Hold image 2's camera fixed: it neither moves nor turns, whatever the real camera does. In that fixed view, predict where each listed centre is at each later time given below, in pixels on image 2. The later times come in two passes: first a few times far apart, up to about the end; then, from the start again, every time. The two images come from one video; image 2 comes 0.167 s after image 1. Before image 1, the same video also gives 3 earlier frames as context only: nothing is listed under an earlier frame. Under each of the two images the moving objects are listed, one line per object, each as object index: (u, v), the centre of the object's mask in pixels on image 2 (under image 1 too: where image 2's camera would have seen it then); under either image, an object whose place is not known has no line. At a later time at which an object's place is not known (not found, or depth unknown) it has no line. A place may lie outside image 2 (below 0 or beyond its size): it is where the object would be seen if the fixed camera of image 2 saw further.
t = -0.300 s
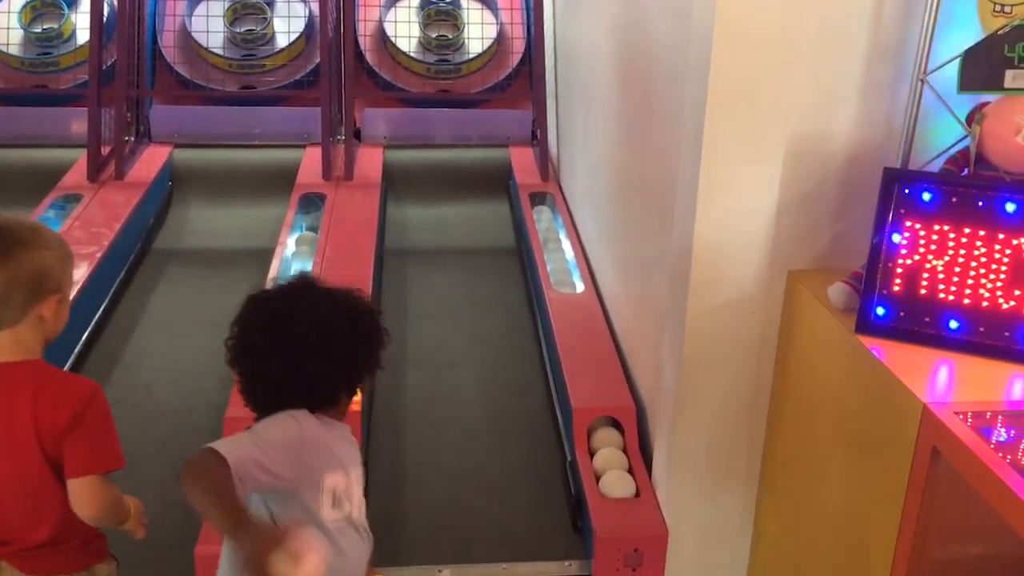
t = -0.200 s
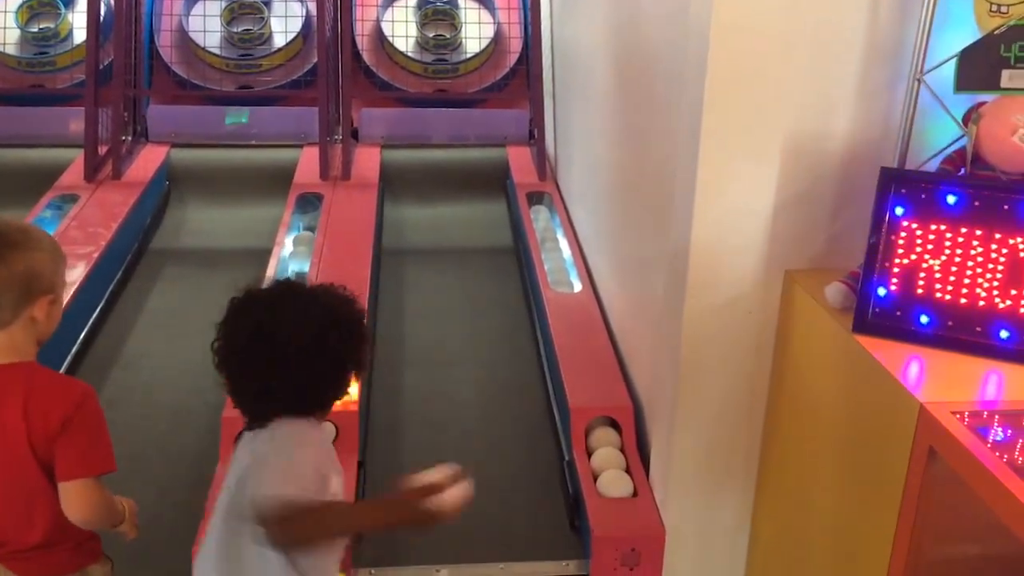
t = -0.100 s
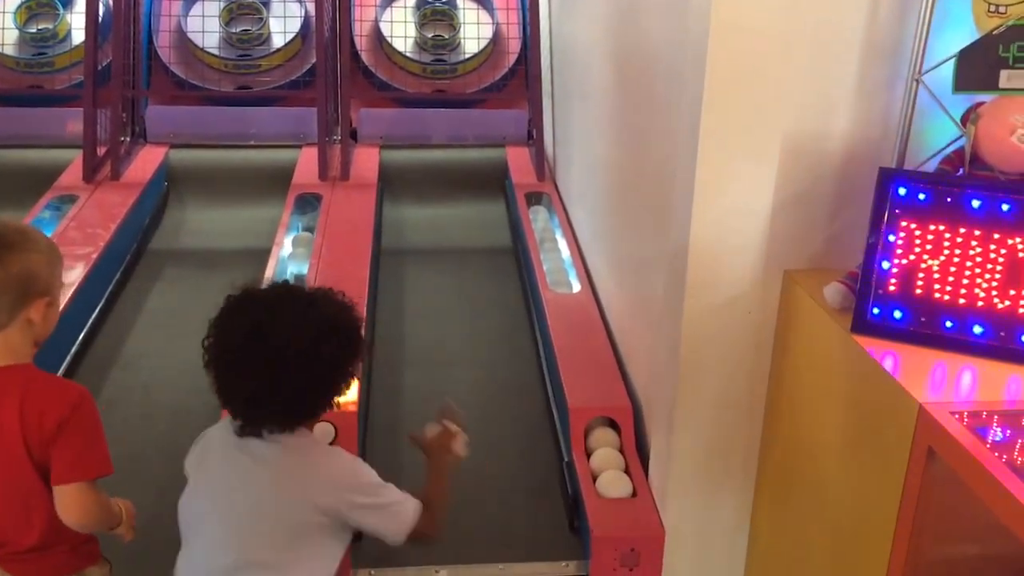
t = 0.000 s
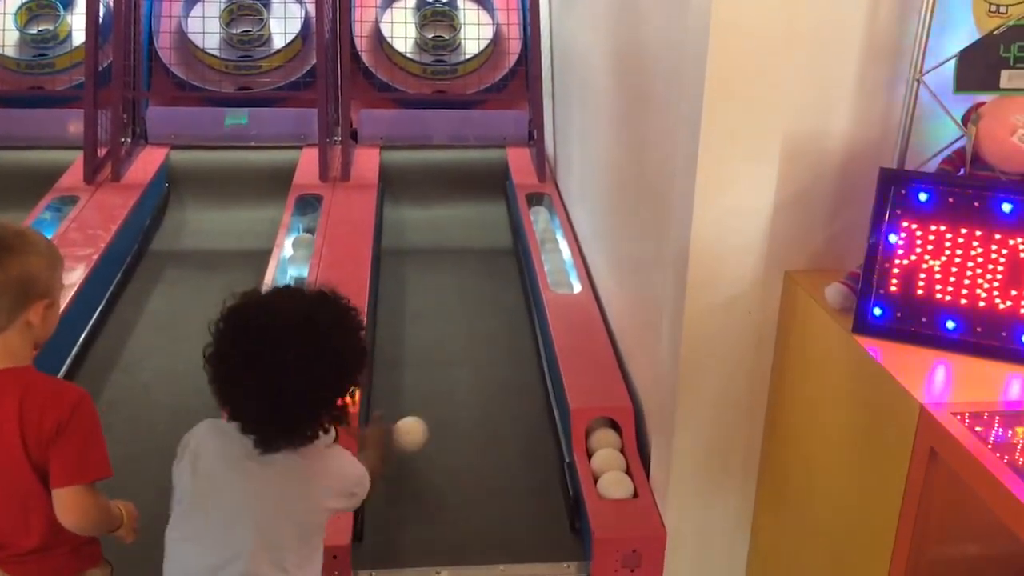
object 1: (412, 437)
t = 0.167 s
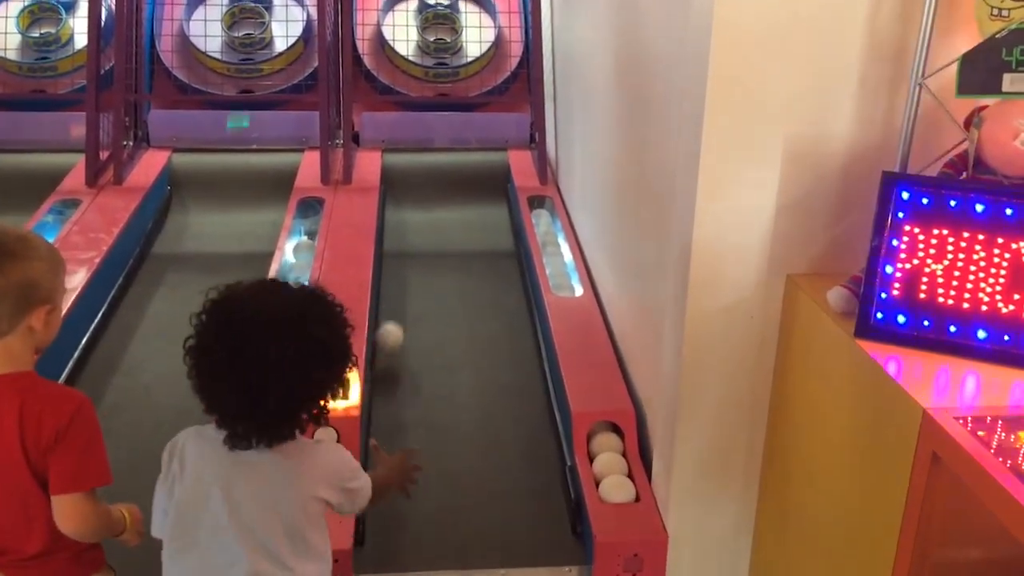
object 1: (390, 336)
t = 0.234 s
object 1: (393, 317)
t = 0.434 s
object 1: (403, 248)
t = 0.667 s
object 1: (415, 166)
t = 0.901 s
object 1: (430, 144)
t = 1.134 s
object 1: (443, 185)
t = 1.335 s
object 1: (456, 229)
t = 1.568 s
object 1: (473, 270)
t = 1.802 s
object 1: (492, 325)
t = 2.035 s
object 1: (515, 399)
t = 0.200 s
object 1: (392, 324)
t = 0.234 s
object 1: (393, 317)
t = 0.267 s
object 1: (393, 303)
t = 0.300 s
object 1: (394, 291)
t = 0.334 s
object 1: (397, 279)
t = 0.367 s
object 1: (399, 268)
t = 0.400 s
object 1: (401, 258)
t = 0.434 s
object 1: (403, 248)
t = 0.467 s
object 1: (405, 239)
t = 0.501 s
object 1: (406, 230)
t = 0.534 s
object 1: (407, 221)
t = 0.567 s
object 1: (409, 211)
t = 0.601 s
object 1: (411, 198)
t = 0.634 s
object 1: (413, 182)
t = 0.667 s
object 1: (415, 166)
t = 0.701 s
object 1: (417, 152)
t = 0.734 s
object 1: (419, 145)
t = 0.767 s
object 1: (421, 139)
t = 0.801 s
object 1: (423, 136)
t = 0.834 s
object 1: (425, 136)
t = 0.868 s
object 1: (427, 139)
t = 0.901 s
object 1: (430, 144)
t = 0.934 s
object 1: (431, 146)
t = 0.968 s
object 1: (433, 149)
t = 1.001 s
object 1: (435, 153)
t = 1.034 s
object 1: (437, 158)
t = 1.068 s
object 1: (439, 164)
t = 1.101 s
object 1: (441, 173)
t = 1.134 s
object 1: (443, 185)
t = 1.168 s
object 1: (445, 197)
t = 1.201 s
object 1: (447, 207)
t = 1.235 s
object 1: (450, 213)
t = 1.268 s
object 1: (452, 218)
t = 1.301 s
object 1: (454, 223)
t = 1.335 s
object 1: (456, 229)
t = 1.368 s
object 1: (459, 233)
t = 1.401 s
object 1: (461, 239)
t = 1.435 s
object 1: (463, 245)
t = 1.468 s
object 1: (465, 251)
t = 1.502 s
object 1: (468, 258)
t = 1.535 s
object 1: (470, 264)
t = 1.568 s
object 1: (473, 270)
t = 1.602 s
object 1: (476, 277)
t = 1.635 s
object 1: (478, 284)
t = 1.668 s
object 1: (481, 292)
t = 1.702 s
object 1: (483, 300)
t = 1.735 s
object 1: (486, 308)
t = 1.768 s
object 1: (490, 316)
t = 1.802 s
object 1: (492, 325)
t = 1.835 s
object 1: (495, 334)
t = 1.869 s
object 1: (498, 344)
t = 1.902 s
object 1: (502, 354)
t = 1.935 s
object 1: (505, 364)
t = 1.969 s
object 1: (508, 375)
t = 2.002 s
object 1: (512, 387)
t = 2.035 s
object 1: (515, 399)
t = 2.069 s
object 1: (520, 412)
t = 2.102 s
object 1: (523, 425)
